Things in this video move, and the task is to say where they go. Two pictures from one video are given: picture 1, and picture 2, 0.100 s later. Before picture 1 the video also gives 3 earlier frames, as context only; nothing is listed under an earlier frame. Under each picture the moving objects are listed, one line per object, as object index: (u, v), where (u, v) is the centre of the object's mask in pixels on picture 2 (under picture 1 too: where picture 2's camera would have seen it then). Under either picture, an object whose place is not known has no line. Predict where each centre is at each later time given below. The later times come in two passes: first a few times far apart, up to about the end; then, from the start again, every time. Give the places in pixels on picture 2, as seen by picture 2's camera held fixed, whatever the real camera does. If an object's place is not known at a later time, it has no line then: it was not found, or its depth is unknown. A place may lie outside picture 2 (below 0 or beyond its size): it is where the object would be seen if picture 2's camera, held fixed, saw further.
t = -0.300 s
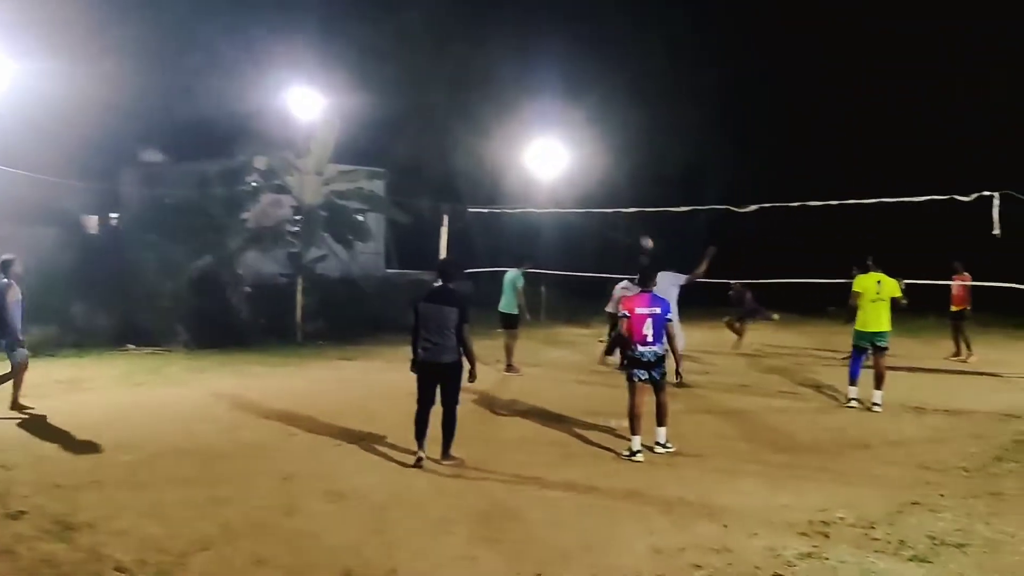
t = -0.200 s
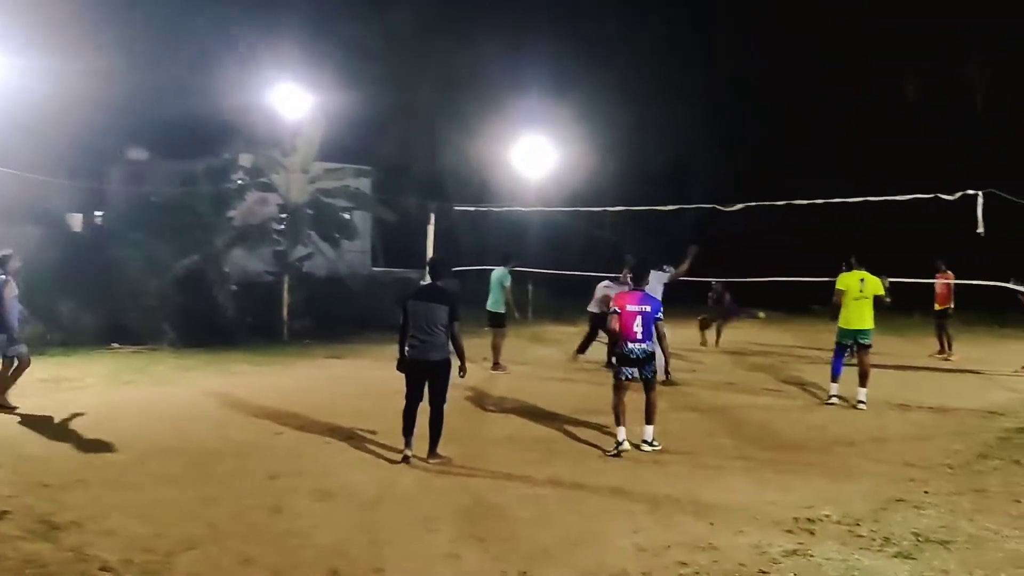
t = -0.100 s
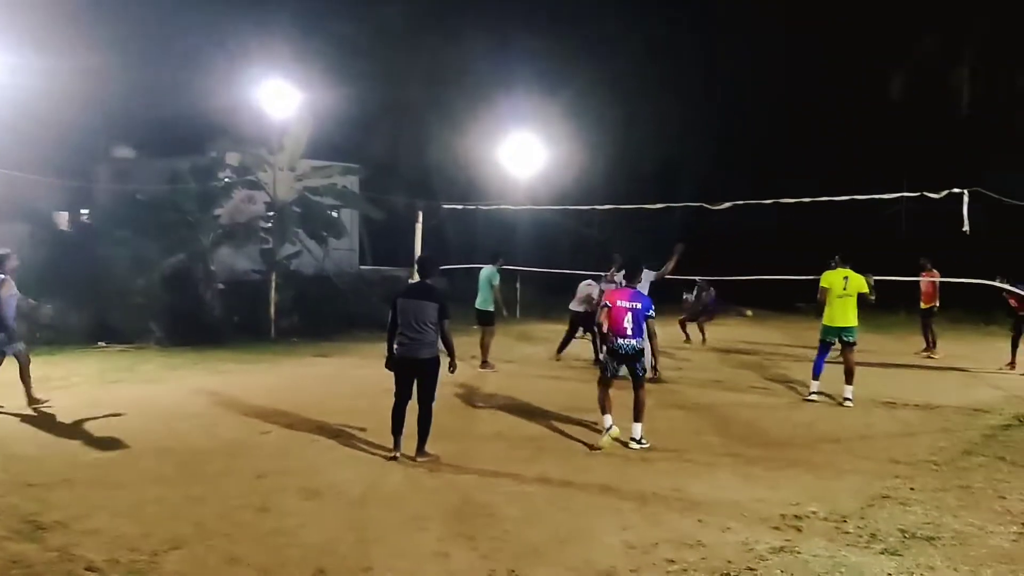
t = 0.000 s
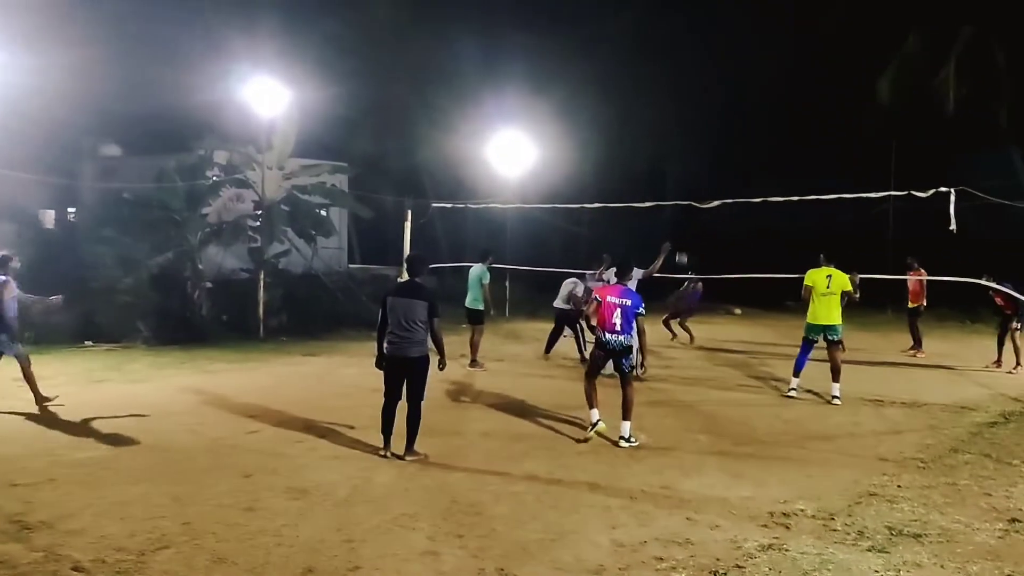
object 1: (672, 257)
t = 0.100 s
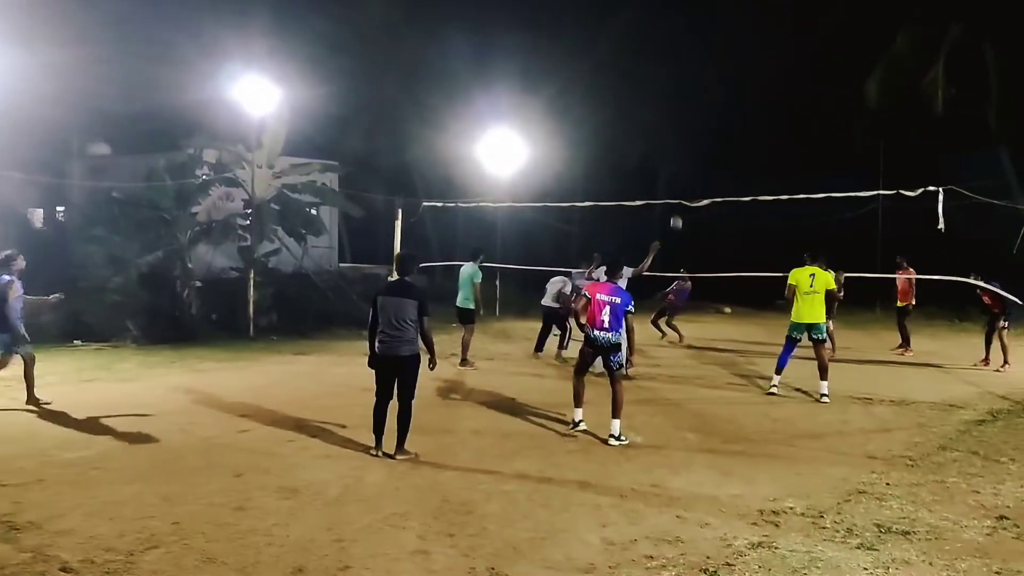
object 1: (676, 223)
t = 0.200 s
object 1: (681, 193)
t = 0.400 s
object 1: (690, 145)
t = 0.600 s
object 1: (700, 117)
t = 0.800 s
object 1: (710, 110)
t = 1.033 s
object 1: (720, 134)
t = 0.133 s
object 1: (677, 212)
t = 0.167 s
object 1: (680, 202)
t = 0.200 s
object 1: (681, 193)
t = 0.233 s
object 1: (682, 183)
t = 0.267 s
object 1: (684, 174)
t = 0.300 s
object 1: (686, 166)
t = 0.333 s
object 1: (687, 158)
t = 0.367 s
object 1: (689, 152)
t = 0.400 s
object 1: (690, 145)
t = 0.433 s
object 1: (692, 139)
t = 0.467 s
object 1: (693, 133)
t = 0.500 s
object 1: (695, 128)
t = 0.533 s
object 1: (696, 124)
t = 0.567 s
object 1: (698, 120)
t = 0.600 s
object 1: (700, 117)
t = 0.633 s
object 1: (702, 114)
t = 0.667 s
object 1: (703, 112)
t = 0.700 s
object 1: (705, 111)
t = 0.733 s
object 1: (707, 110)
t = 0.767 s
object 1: (709, 110)
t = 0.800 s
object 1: (710, 110)
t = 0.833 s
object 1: (711, 111)
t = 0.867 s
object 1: (713, 113)
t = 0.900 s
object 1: (714, 115)
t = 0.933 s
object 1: (716, 119)
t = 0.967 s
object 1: (718, 124)
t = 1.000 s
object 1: (719, 128)
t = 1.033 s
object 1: (720, 134)
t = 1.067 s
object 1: (722, 140)
